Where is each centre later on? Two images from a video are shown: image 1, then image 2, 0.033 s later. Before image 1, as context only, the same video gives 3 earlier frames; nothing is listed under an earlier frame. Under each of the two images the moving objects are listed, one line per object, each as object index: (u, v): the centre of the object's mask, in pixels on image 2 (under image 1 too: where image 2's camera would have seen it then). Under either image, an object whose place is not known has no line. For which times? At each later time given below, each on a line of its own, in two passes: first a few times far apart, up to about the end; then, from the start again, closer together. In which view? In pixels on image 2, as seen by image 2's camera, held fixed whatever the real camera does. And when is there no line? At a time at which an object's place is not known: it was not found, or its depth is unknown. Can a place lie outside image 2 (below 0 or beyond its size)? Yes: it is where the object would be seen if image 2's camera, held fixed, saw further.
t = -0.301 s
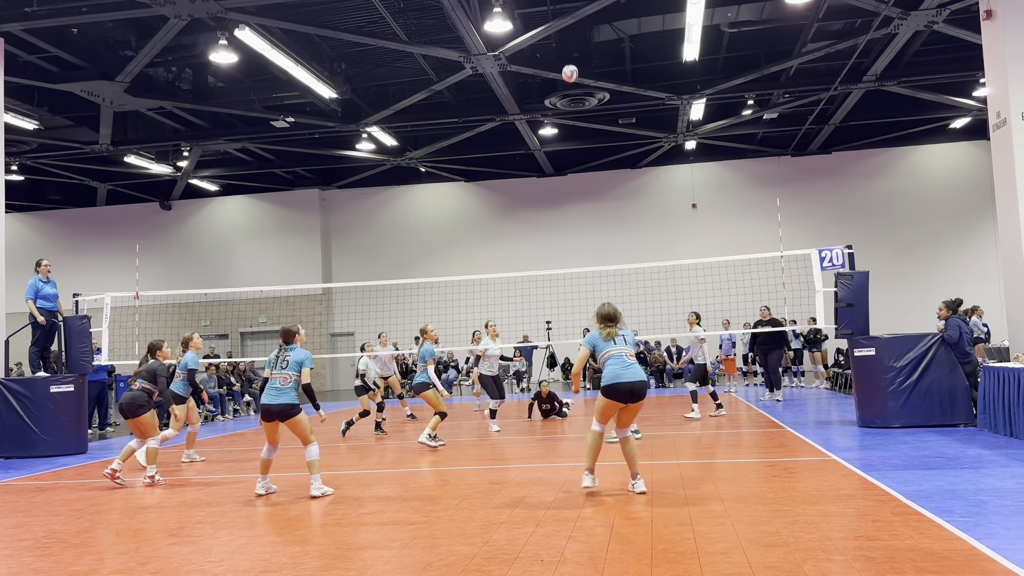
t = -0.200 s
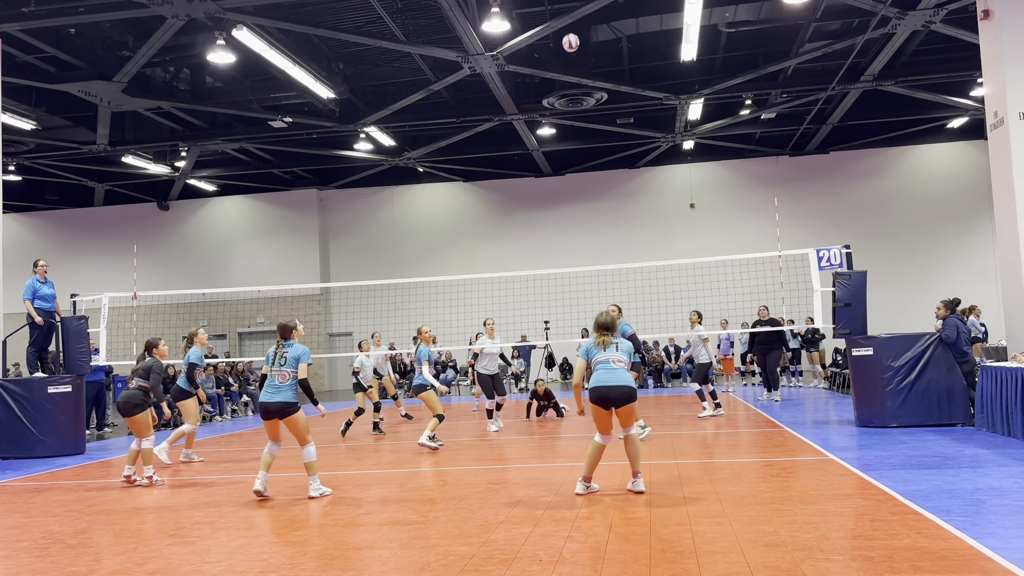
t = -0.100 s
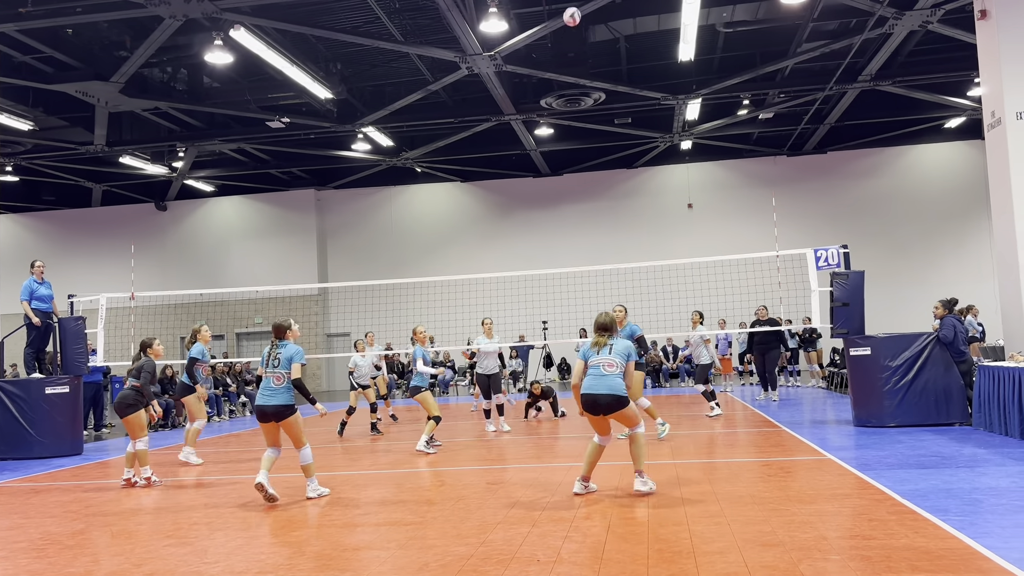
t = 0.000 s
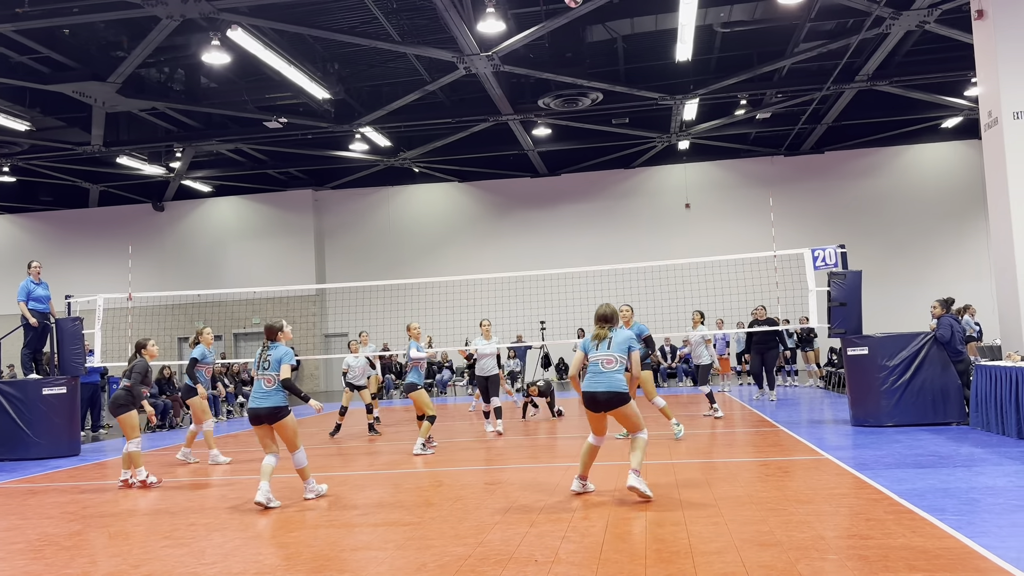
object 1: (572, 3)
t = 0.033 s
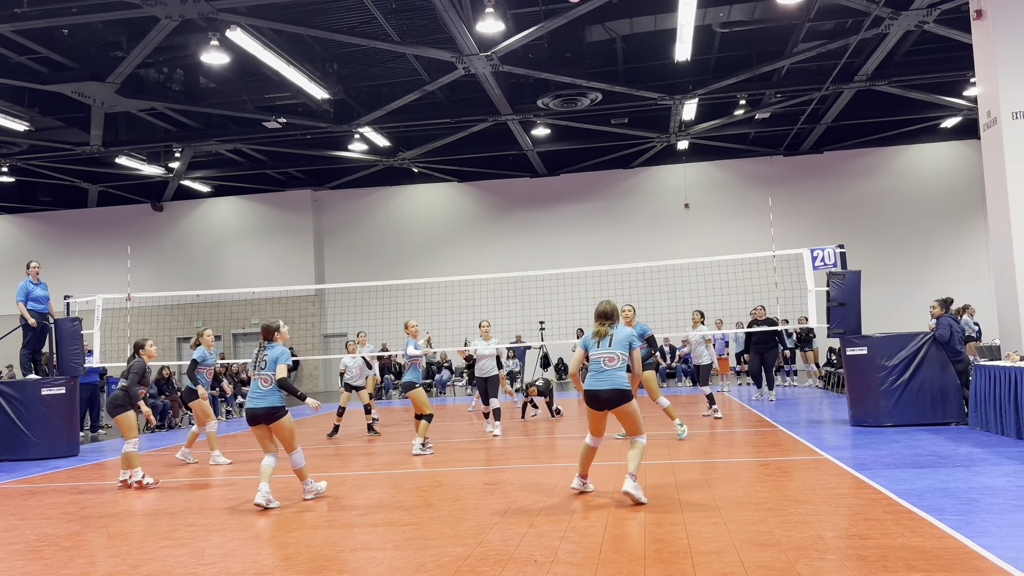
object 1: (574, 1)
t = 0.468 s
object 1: (605, 11)
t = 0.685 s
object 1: (629, 102)
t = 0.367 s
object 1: (595, 0)
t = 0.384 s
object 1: (596, 1)
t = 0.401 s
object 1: (599, 2)
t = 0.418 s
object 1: (600, 4)
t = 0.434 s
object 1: (602, 6)
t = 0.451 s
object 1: (604, 8)
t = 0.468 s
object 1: (605, 11)
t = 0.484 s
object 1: (606, 16)
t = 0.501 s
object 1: (608, 21)
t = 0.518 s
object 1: (610, 26)
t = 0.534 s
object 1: (611, 32)
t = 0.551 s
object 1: (613, 38)
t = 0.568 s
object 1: (615, 44)
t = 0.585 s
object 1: (617, 51)
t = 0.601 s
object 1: (619, 58)
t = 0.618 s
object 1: (621, 66)
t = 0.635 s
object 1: (623, 74)
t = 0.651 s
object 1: (625, 83)
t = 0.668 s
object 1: (627, 92)
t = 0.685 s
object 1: (629, 102)
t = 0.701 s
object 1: (631, 112)
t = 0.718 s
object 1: (633, 123)
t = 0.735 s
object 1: (635, 134)
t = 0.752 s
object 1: (637, 146)
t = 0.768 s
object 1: (639, 157)
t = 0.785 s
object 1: (642, 169)
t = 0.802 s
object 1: (644, 182)
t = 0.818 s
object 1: (647, 195)
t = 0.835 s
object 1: (652, 210)
